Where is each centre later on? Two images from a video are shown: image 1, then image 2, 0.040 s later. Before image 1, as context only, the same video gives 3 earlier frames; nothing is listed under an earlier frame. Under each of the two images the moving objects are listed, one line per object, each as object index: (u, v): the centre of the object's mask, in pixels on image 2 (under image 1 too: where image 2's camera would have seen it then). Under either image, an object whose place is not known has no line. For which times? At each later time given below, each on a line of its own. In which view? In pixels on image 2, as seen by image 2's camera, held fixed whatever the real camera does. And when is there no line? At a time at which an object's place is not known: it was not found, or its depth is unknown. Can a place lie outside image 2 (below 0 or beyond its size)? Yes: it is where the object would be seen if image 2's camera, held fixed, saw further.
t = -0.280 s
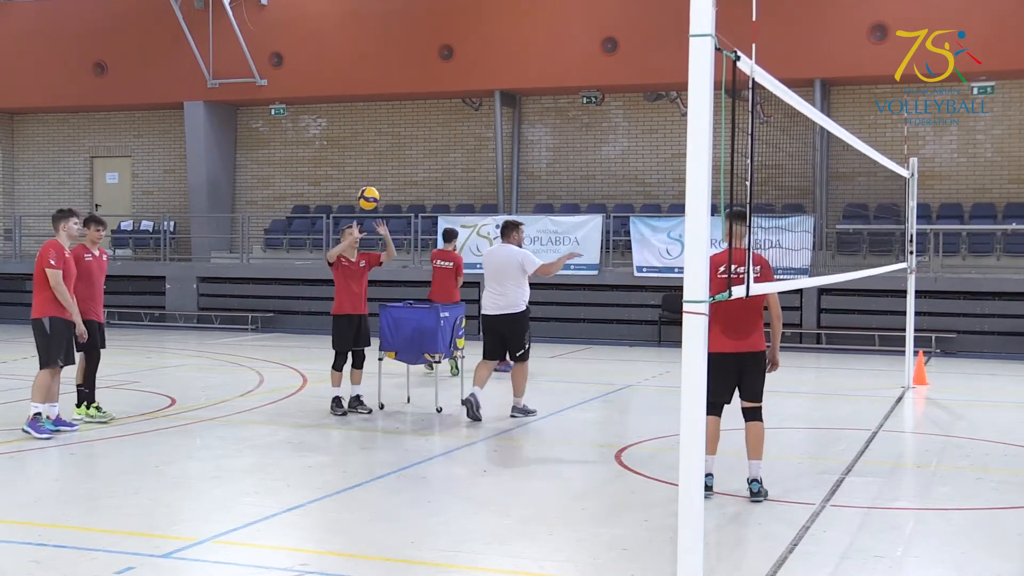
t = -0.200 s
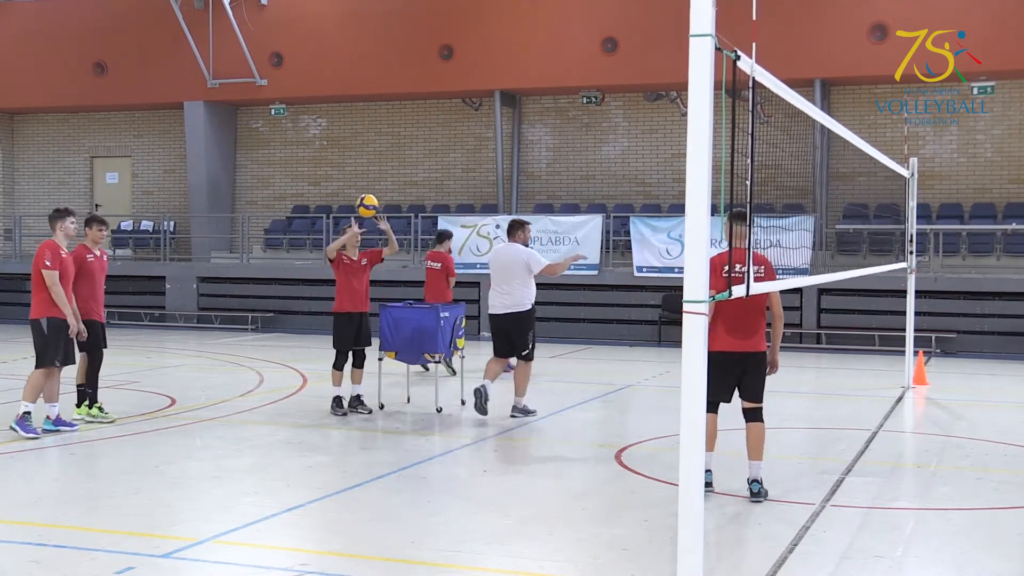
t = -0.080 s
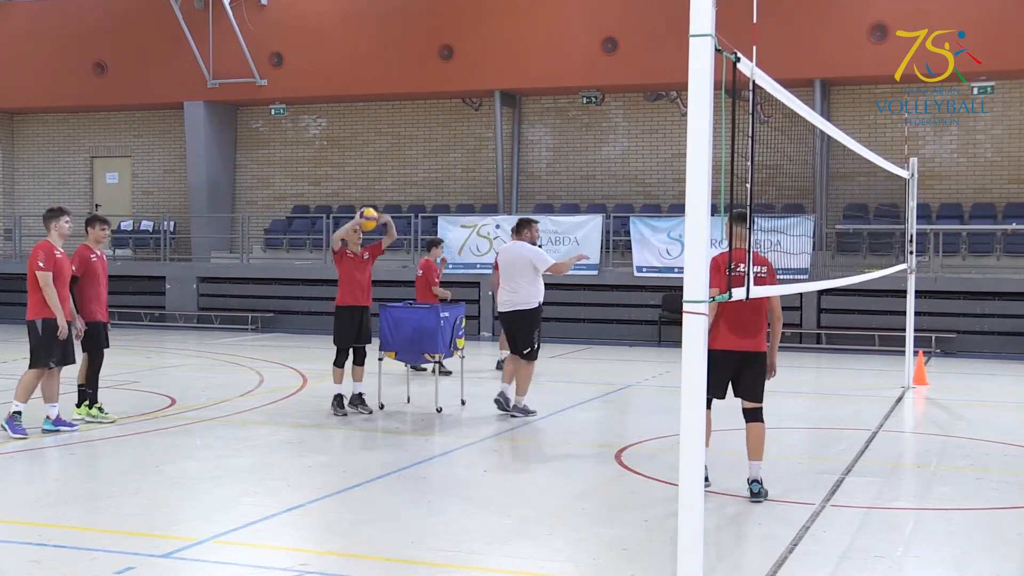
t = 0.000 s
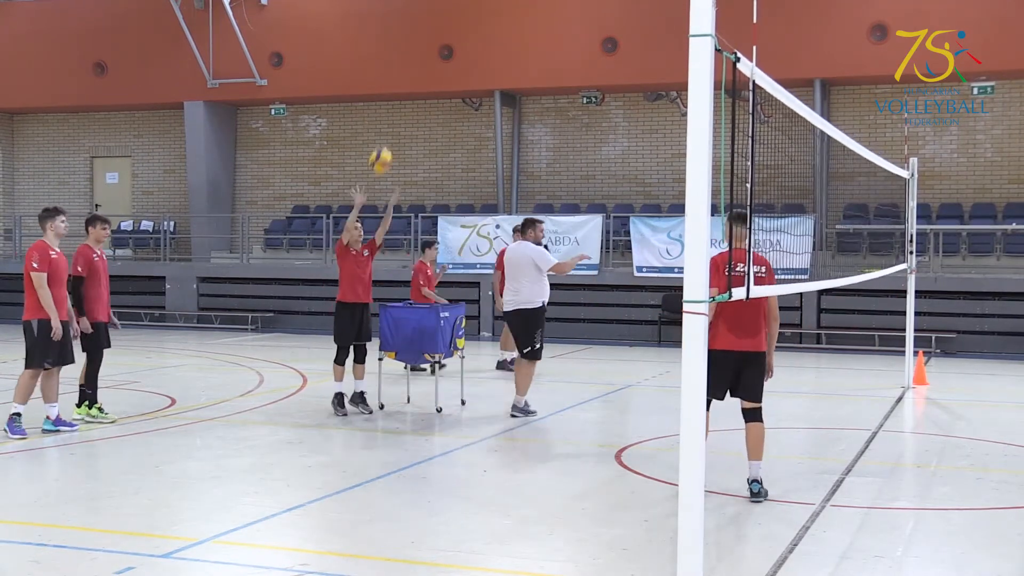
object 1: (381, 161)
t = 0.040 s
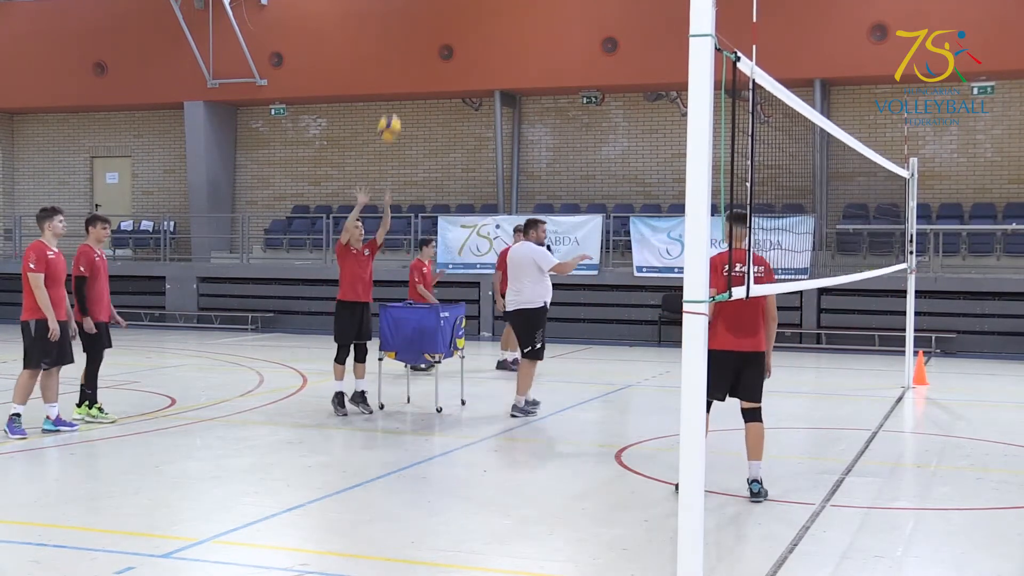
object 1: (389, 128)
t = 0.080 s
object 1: (398, 96)
